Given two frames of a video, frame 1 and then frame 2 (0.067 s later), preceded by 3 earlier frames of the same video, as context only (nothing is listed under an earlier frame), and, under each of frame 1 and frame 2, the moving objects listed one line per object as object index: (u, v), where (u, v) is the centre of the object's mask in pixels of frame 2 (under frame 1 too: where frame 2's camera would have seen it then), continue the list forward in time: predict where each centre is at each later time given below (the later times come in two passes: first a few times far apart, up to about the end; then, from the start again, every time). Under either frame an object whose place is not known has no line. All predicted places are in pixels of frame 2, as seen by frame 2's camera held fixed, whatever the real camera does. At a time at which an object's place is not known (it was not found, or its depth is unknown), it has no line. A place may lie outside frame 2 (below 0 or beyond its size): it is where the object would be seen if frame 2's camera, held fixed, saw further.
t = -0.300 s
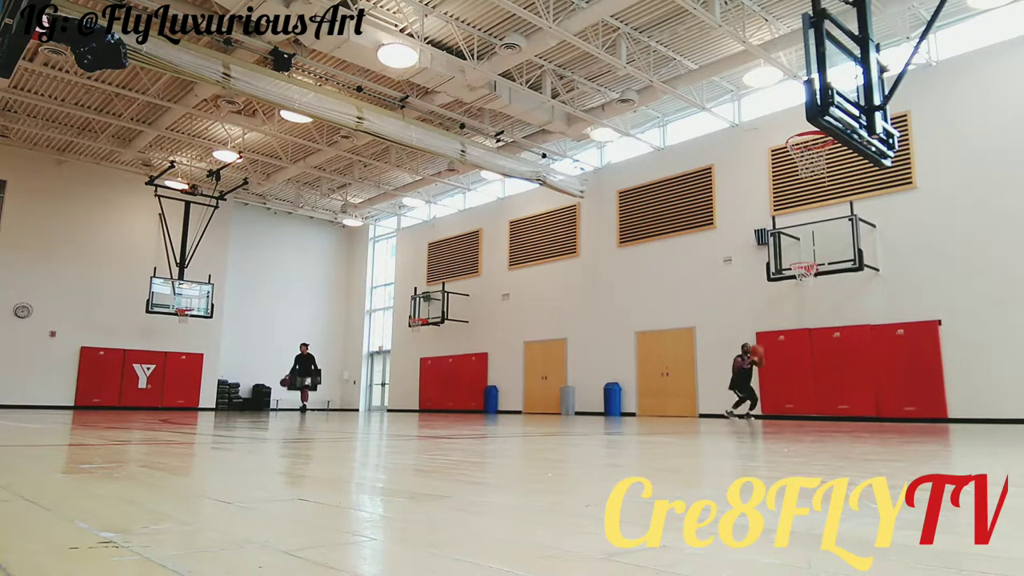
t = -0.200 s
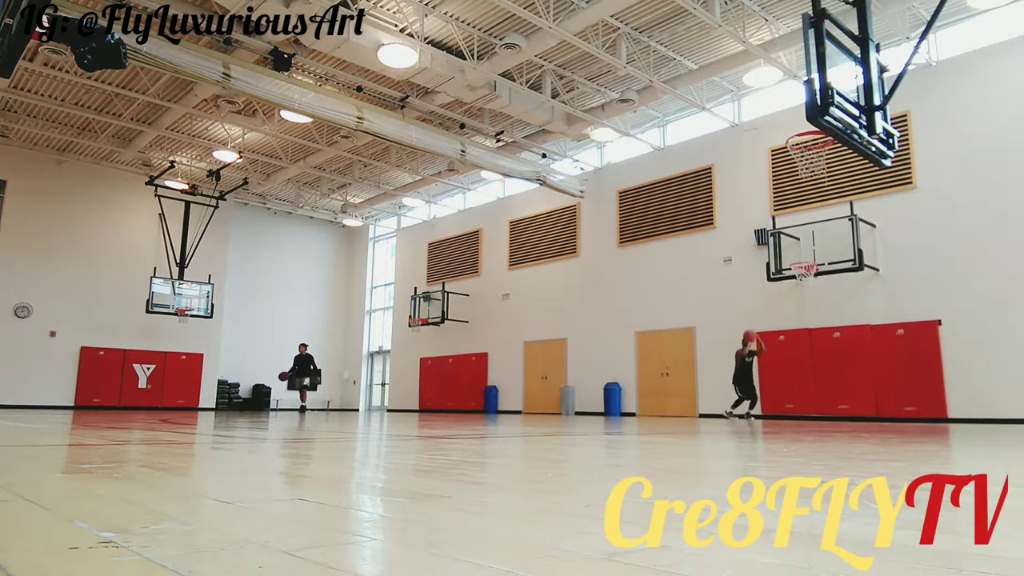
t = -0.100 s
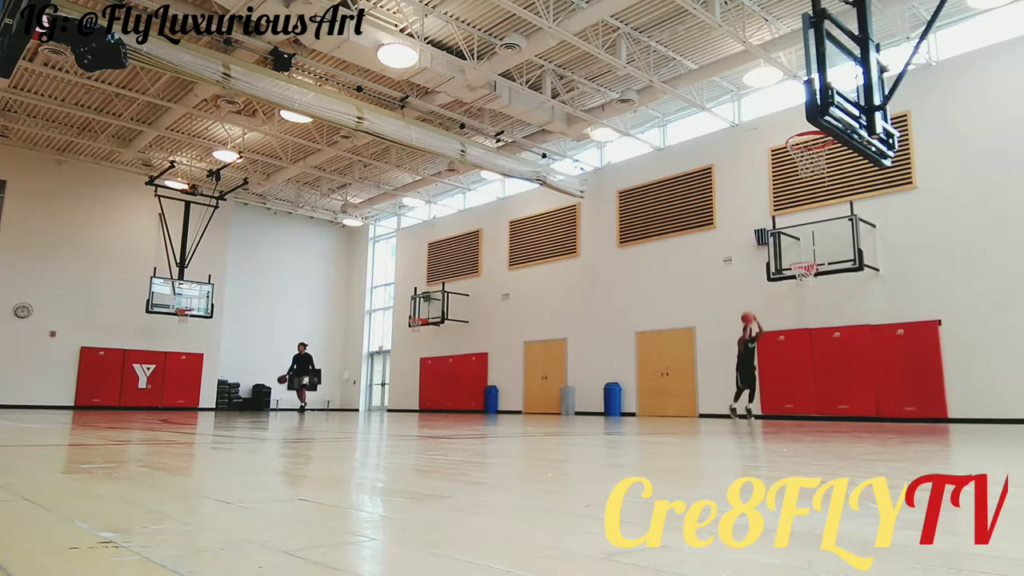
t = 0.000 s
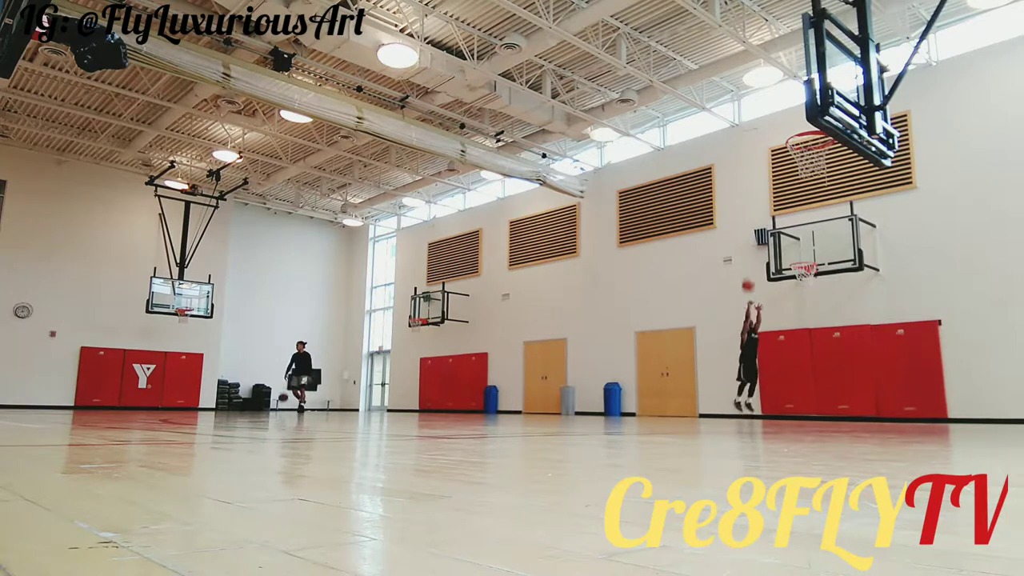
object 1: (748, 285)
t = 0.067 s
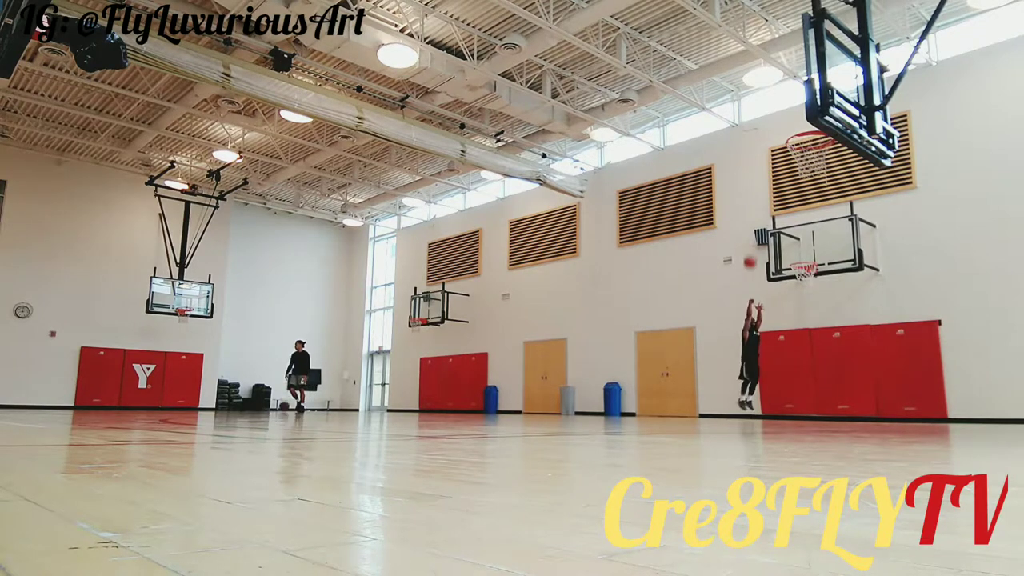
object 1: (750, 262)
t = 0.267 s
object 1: (756, 200)
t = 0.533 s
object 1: (768, 140)
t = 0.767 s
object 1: (783, 115)
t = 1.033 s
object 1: (806, 132)
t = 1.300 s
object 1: (831, 187)
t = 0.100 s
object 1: (751, 251)
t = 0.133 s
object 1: (752, 240)
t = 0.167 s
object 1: (752, 230)
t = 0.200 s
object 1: (754, 219)
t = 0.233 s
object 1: (755, 210)
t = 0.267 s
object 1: (756, 200)
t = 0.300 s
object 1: (757, 191)
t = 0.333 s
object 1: (759, 183)
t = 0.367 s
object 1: (760, 174)
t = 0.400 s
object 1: (761, 166)
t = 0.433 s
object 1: (763, 159)
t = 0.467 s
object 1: (765, 152)
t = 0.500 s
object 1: (767, 146)
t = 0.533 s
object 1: (768, 140)
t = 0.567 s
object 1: (770, 135)
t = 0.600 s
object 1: (772, 130)
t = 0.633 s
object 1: (774, 126)
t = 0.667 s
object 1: (776, 122)
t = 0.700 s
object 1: (778, 119)
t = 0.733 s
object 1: (781, 117)
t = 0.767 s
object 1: (783, 115)
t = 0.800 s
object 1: (785, 114)
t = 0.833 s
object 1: (788, 114)
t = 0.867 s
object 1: (791, 115)
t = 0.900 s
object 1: (793, 116)
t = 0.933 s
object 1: (796, 118)
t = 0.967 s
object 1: (799, 122)
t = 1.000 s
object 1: (802, 126)
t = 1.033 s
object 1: (806, 132)
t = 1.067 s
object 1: (810, 141)
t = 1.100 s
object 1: (815, 147)
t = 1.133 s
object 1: (818, 153)
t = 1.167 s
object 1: (820, 157)
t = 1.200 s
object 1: (822, 163)
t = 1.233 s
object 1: (825, 170)
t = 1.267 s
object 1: (827, 178)
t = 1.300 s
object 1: (831, 187)
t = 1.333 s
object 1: (832, 198)
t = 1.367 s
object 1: (835, 210)
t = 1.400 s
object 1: (838, 223)
